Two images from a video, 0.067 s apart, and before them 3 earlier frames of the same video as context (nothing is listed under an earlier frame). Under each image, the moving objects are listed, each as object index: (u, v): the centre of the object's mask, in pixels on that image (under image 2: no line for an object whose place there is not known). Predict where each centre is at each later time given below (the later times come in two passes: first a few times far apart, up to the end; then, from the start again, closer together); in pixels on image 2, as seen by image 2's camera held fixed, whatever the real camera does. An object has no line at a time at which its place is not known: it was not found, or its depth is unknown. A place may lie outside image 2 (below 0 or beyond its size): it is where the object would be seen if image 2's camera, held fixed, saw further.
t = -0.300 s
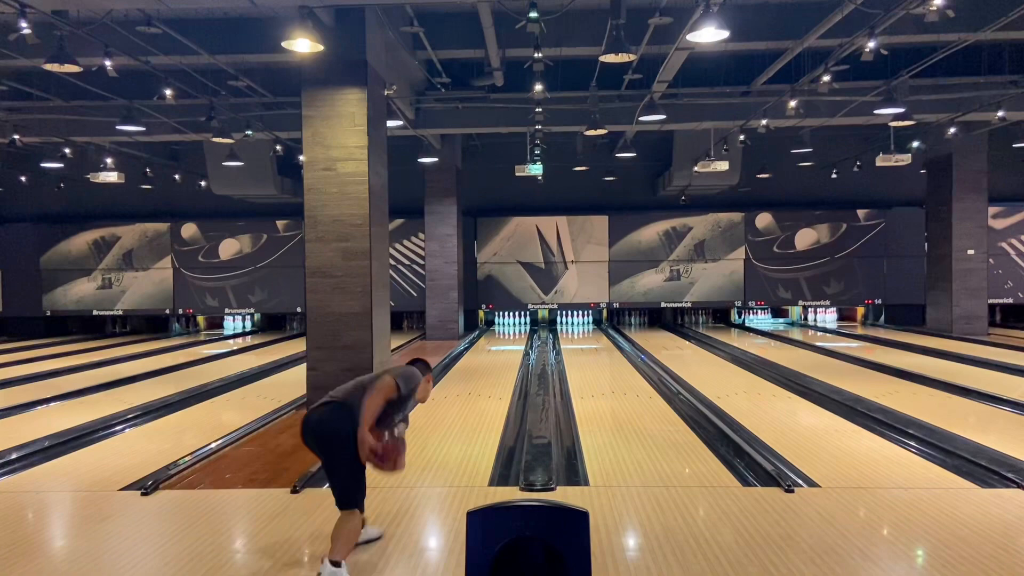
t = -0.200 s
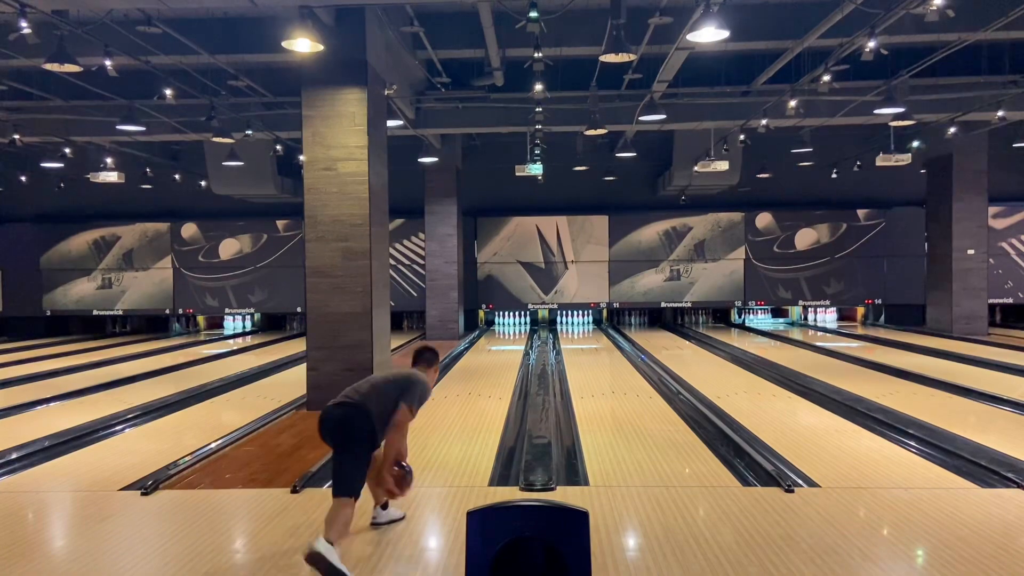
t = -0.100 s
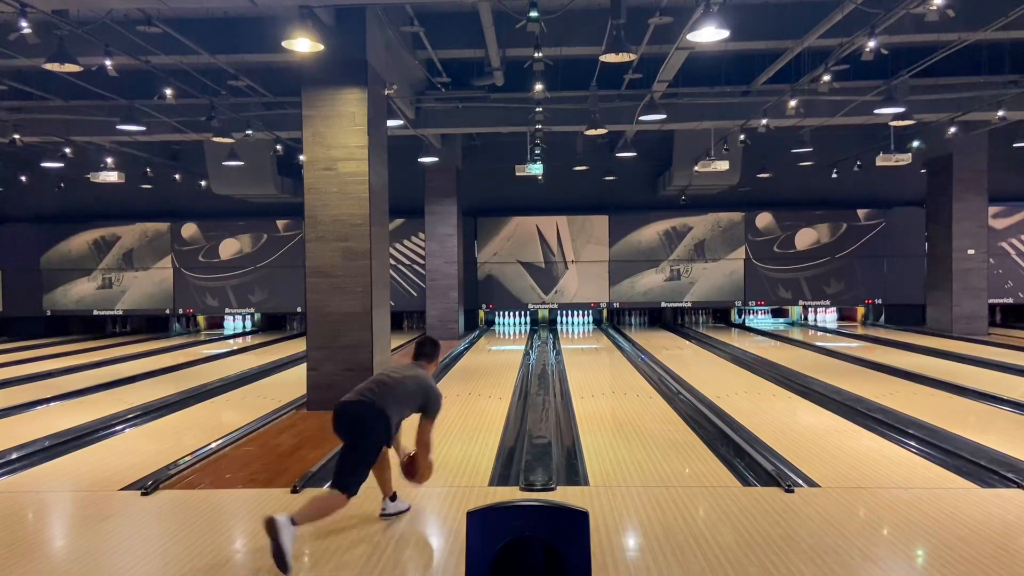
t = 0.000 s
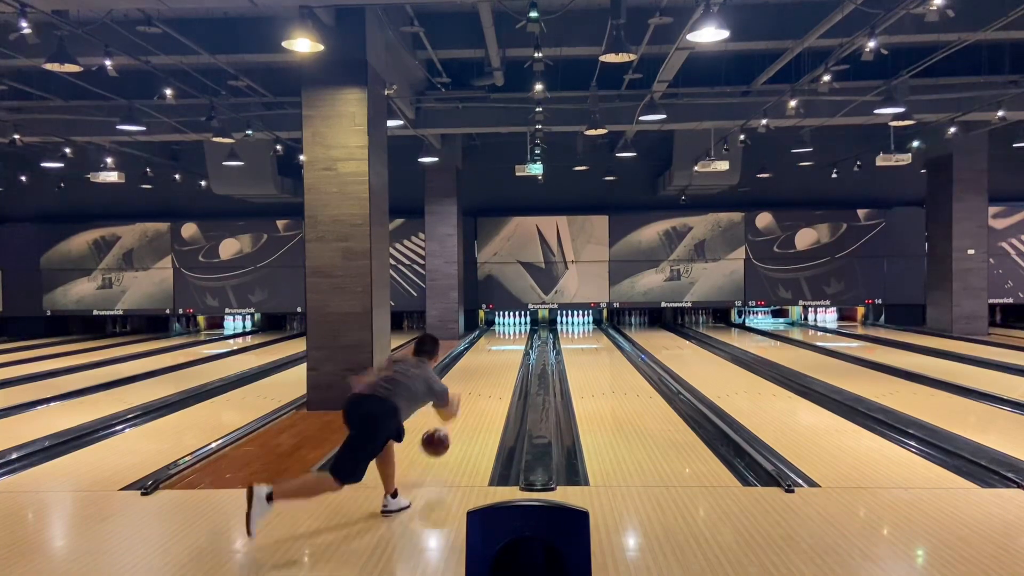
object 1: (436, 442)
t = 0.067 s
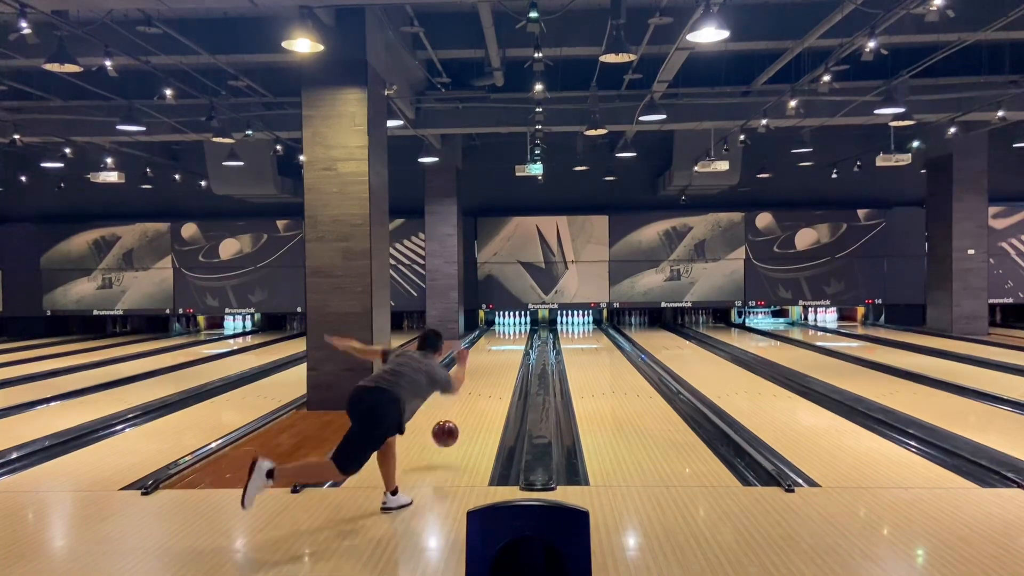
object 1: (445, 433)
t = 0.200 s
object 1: (461, 429)
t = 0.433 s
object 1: (481, 400)
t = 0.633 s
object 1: (492, 383)
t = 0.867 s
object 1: (502, 368)
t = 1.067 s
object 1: (508, 358)
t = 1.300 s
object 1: (513, 349)
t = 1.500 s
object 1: (516, 342)
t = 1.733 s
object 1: (519, 337)
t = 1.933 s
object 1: (520, 332)
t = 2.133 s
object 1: (519, 329)
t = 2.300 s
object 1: (518, 326)
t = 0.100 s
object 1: (450, 432)
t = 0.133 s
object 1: (454, 431)
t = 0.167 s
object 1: (458, 432)
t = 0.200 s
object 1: (461, 429)
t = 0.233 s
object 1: (464, 424)
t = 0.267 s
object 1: (468, 419)
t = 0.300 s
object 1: (471, 415)
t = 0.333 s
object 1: (473, 412)
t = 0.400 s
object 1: (478, 404)
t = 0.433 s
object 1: (481, 400)
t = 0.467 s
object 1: (483, 396)
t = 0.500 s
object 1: (485, 394)
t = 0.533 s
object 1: (487, 391)
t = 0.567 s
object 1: (489, 388)
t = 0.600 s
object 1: (491, 386)
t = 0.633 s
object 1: (492, 383)
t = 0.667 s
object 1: (494, 381)
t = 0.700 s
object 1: (495, 379)
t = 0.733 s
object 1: (496, 376)
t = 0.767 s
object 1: (498, 374)
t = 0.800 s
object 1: (499, 372)
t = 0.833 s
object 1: (500, 370)
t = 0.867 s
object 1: (502, 368)
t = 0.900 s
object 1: (503, 367)
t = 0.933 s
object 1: (504, 365)
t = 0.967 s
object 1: (505, 363)
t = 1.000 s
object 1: (506, 362)
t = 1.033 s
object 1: (507, 360)
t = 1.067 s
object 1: (508, 358)
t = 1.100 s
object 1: (509, 357)
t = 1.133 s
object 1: (509, 356)
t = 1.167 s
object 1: (510, 355)
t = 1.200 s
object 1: (511, 354)
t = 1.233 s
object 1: (512, 352)
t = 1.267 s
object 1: (513, 350)
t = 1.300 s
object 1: (513, 349)
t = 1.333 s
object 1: (514, 348)
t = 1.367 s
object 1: (515, 347)
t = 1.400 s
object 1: (515, 346)
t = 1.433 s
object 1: (516, 344)
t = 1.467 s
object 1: (516, 343)
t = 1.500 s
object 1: (516, 342)
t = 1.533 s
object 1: (517, 341)
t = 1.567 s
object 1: (517, 340)
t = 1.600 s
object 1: (518, 339)
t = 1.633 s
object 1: (518, 339)
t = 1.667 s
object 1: (518, 338)
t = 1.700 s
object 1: (518, 337)
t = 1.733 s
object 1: (519, 337)
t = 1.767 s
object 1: (519, 336)
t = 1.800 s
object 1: (519, 335)
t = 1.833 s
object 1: (520, 334)
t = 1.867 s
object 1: (520, 334)
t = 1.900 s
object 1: (520, 333)
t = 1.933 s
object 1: (520, 332)
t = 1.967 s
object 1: (520, 332)
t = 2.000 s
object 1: (519, 331)
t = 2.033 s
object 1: (520, 330)
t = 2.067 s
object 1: (520, 330)
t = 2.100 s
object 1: (519, 329)
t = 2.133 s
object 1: (519, 329)
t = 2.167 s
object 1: (519, 328)
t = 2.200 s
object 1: (519, 328)
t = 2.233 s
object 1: (519, 327)
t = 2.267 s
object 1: (518, 327)
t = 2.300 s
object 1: (518, 326)
